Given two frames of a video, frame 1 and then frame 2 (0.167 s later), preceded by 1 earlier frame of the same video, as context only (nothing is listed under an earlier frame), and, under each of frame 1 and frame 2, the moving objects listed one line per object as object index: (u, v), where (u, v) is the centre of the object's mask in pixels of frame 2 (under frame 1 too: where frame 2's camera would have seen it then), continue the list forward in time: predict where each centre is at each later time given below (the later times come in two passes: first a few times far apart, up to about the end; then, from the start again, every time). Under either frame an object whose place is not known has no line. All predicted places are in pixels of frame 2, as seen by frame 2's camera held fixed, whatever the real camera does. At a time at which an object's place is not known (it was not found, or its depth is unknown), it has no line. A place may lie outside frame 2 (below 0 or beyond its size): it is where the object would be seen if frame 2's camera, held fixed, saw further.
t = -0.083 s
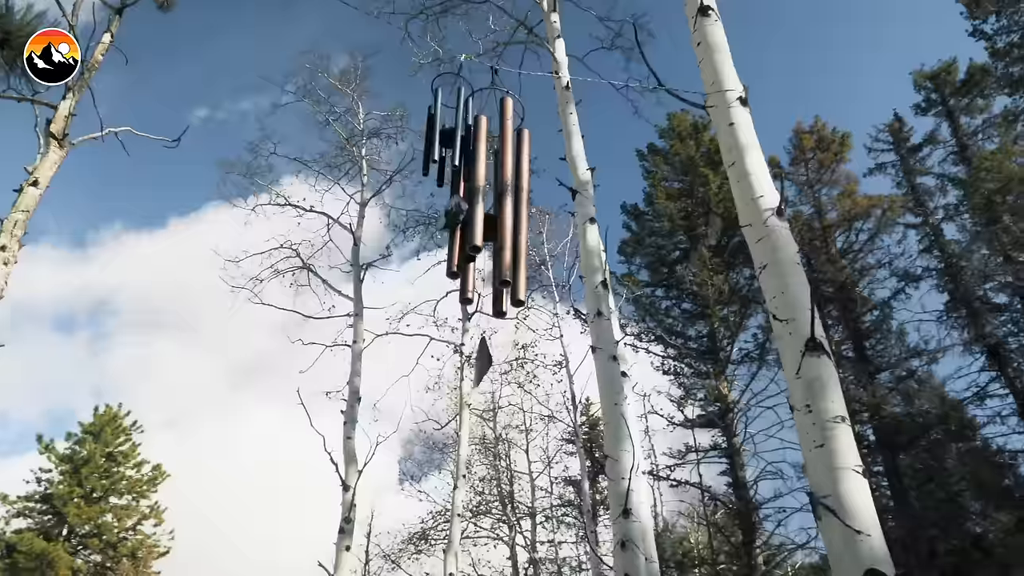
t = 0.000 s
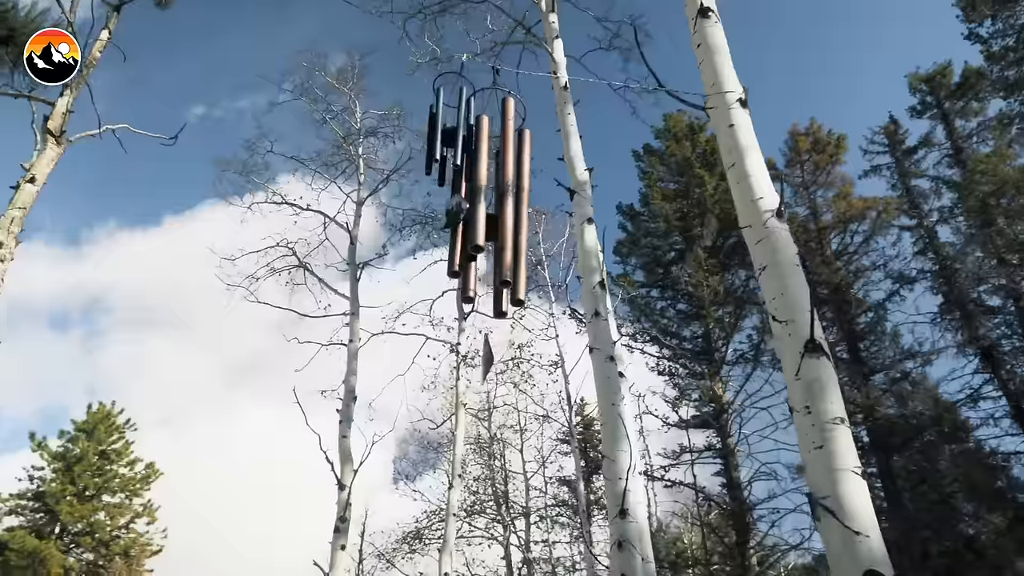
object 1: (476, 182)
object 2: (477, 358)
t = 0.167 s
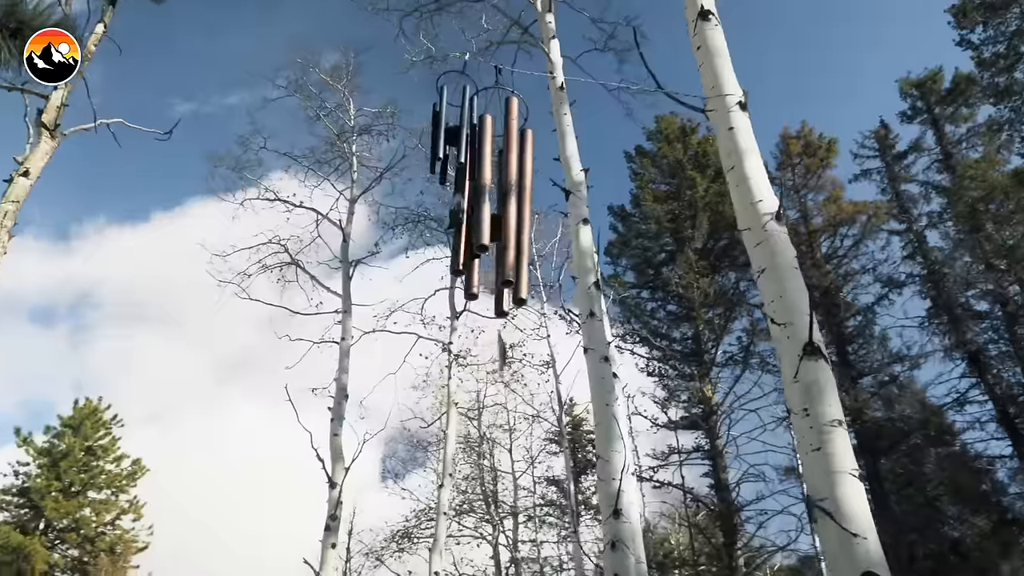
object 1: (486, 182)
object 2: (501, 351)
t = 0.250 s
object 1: (491, 182)
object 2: (513, 352)
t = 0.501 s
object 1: (506, 184)
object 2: (550, 347)
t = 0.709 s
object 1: (517, 185)
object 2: (567, 349)
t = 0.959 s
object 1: (531, 184)
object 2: (573, 358)
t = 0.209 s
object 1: (488, 182)
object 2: (507, 351)
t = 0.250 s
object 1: (491, 182)
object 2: (513, 352)
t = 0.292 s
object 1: (493, 183)
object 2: (520, 349)
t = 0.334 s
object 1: (496, 183)
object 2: (527, 350)
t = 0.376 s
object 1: (498, 184)
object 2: (534, 349)
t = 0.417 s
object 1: (501, 184)
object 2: (540, 348)
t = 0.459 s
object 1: (503, 184)
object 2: (545, 348)
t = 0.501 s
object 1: (506, 184)
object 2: (550, 347)
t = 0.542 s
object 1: (508, 185)
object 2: (555, 347)
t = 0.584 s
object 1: (510, 185)
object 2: (559, 347)
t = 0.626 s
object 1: (512, 185)
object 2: (562, 348)
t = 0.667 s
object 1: (515, 185)
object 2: (565, 348)
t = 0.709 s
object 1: (517, 185)
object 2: (567, 349)
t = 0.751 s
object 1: (520, 185)
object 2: (569, 350)
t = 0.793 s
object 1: (522, 184)
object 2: (571, 352)
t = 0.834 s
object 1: (524, 184)
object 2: (572, 353)
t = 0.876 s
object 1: (527, 184)
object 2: (572, 354)
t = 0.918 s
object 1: (529, 184)
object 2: (573, 356)
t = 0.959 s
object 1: (531, 184)
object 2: (573, 358)
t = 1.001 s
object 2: (574, 359)
